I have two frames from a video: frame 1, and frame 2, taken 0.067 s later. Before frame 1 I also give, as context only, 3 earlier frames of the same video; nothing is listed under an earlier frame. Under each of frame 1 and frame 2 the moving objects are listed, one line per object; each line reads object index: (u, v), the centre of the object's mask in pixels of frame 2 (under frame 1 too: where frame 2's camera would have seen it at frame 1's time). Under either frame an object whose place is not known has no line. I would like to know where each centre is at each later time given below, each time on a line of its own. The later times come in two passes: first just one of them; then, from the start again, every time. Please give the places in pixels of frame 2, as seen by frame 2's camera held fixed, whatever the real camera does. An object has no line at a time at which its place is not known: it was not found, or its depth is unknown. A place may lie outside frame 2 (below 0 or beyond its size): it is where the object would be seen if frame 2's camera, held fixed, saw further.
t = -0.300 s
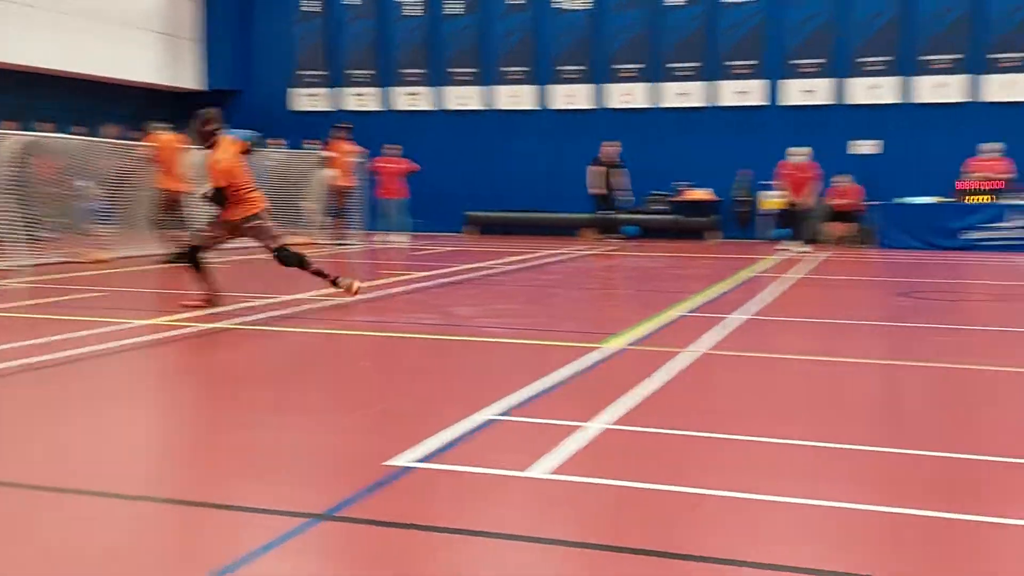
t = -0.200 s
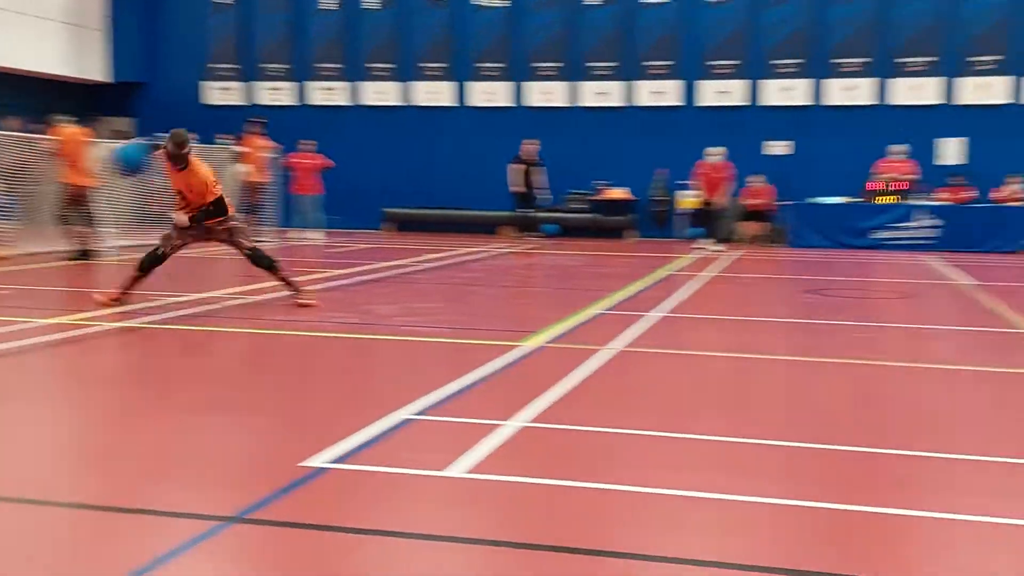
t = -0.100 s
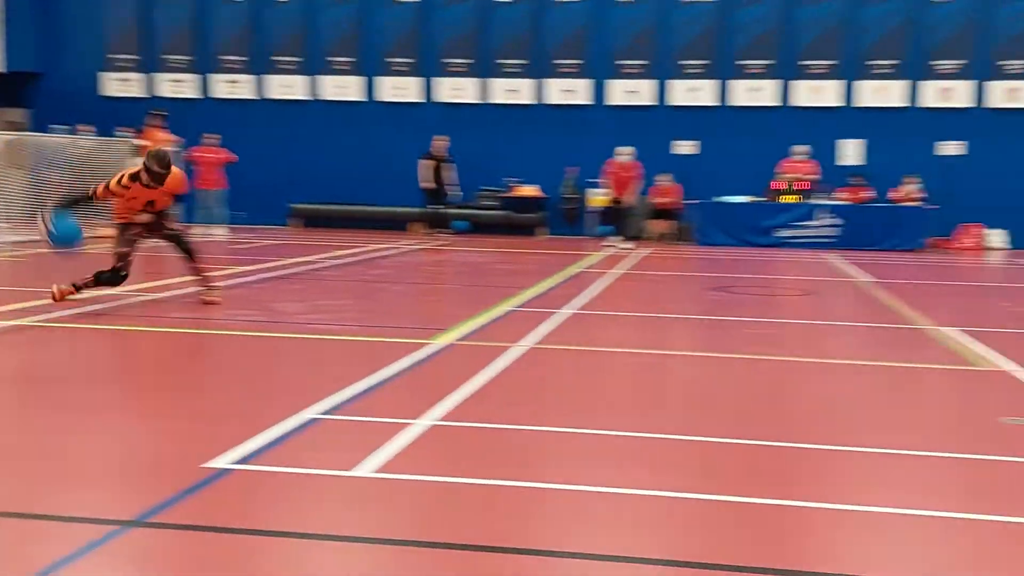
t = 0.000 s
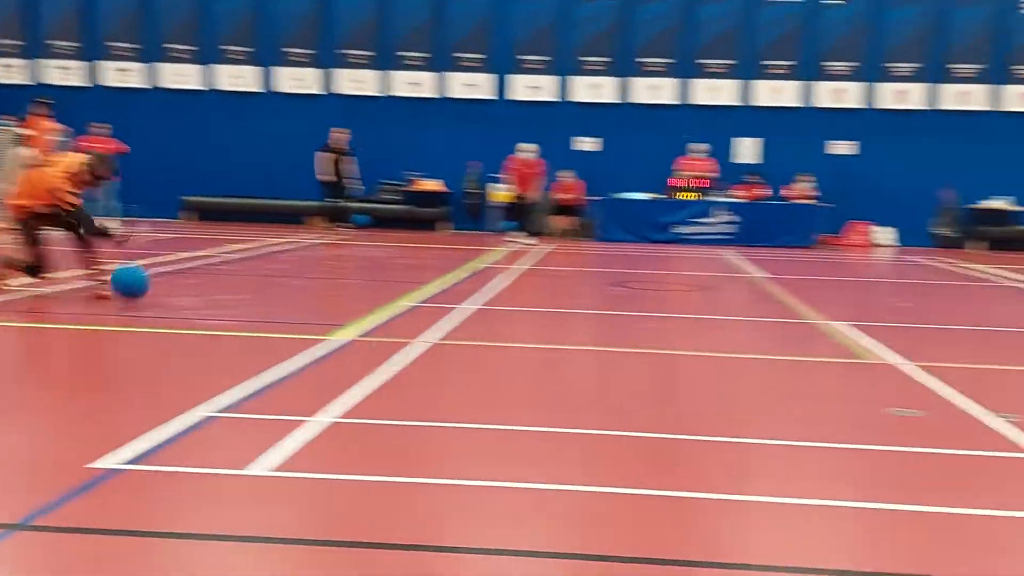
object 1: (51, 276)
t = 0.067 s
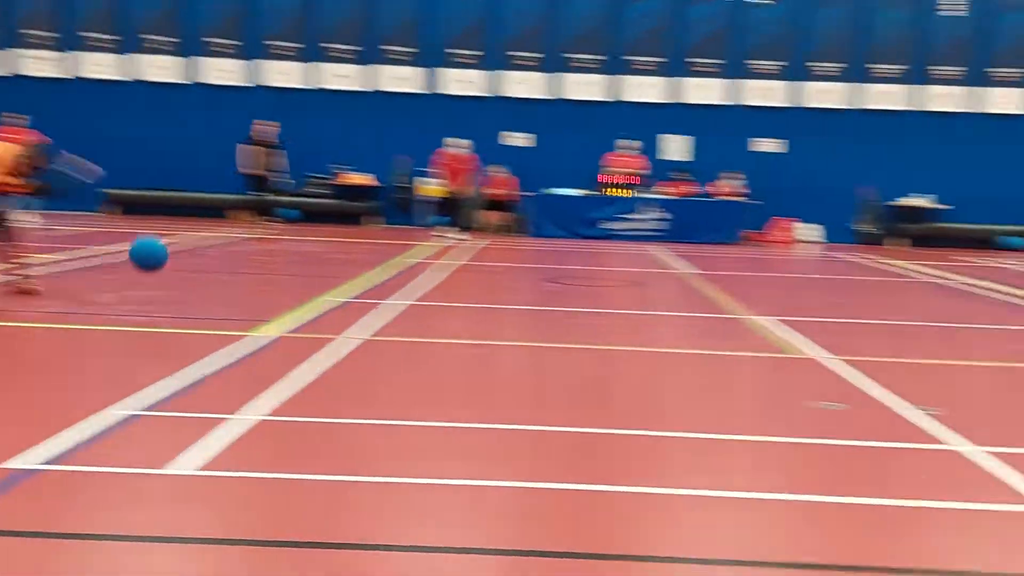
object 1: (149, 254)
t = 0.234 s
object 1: (364, 229)
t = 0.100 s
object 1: (195, 244)
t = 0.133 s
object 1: (241, 238)
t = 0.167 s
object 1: (284, 233)
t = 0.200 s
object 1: (325, 231)
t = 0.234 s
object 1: (364, 229)
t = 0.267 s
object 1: (402, 229)
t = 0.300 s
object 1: (439, 232)
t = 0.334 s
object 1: (475, 235)
